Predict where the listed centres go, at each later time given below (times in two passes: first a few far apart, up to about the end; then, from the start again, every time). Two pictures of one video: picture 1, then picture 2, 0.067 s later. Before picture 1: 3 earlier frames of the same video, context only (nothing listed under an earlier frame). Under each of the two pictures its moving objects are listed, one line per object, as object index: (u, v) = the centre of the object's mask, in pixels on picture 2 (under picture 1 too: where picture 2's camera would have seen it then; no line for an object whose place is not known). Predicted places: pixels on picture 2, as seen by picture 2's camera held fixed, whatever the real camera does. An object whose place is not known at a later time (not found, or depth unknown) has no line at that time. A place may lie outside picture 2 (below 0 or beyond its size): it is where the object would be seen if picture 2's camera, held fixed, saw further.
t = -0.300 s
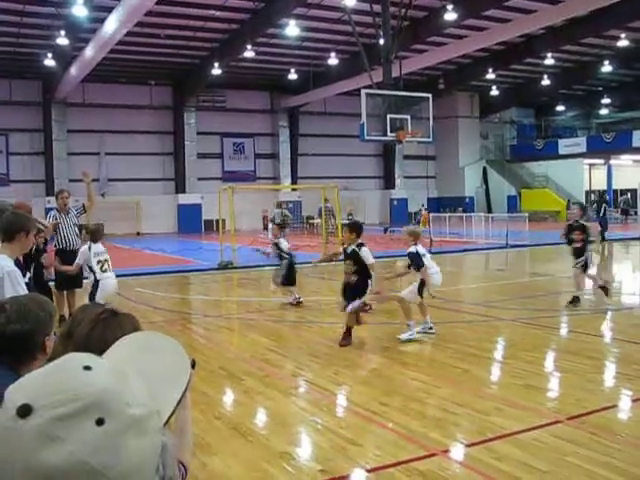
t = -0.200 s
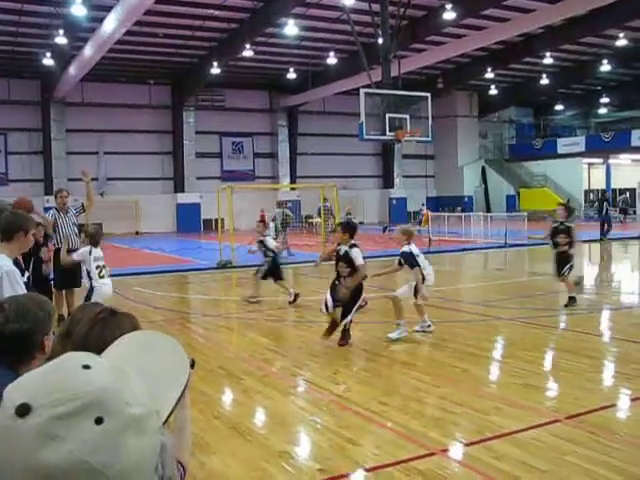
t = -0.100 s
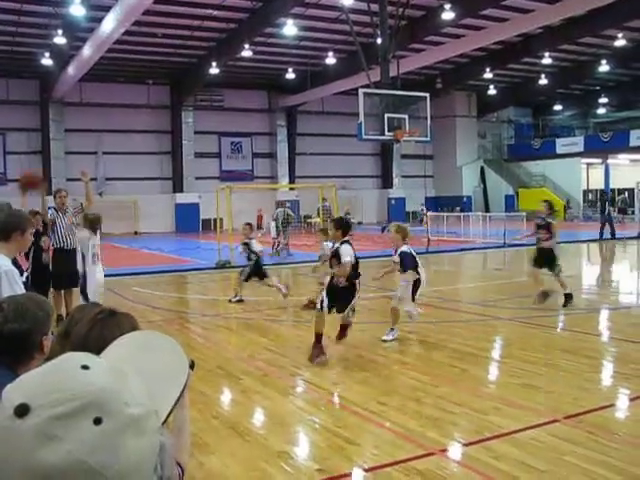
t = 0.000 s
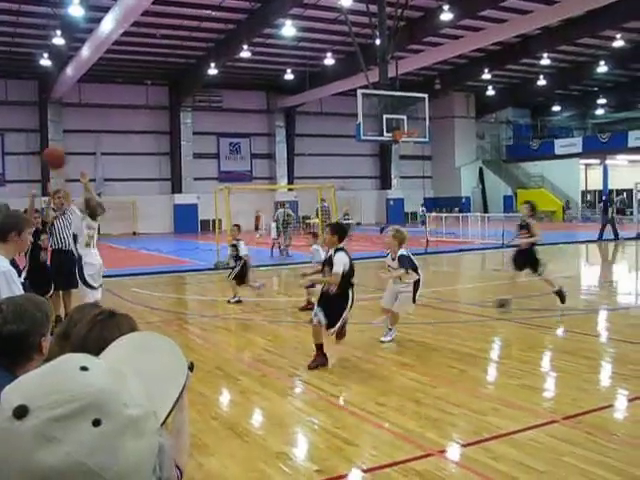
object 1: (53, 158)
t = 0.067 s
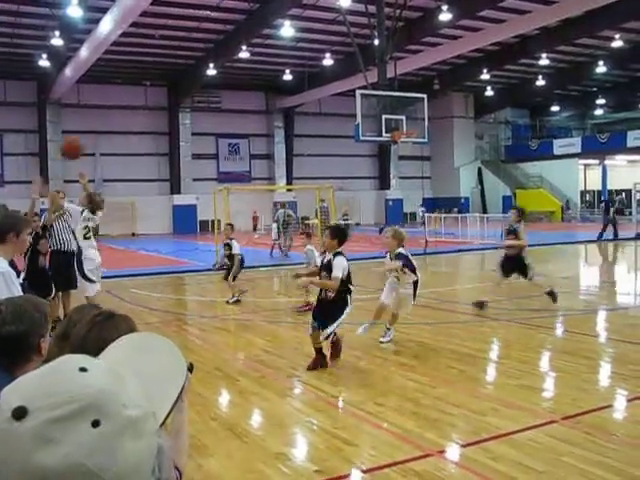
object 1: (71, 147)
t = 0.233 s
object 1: (127, 139)
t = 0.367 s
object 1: (183, 155)
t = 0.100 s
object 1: (82, 143)
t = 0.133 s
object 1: (92, 140)
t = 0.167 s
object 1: (103, 139)
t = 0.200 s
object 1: (114, 139)
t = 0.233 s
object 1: (127, 139)
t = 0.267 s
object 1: (139, 139)
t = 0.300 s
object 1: (154, 142)
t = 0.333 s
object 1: (166, 147)
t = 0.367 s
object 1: (183, 155)
